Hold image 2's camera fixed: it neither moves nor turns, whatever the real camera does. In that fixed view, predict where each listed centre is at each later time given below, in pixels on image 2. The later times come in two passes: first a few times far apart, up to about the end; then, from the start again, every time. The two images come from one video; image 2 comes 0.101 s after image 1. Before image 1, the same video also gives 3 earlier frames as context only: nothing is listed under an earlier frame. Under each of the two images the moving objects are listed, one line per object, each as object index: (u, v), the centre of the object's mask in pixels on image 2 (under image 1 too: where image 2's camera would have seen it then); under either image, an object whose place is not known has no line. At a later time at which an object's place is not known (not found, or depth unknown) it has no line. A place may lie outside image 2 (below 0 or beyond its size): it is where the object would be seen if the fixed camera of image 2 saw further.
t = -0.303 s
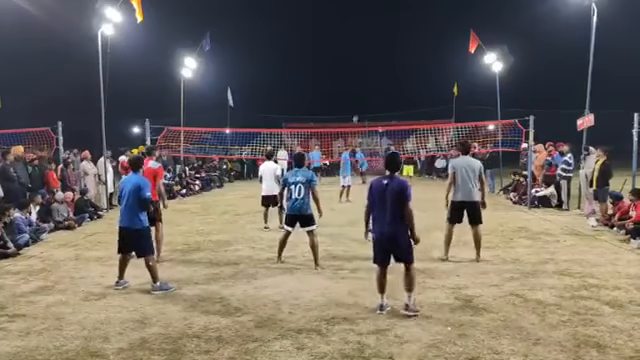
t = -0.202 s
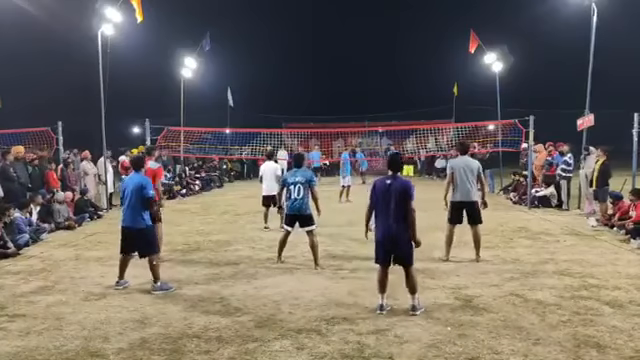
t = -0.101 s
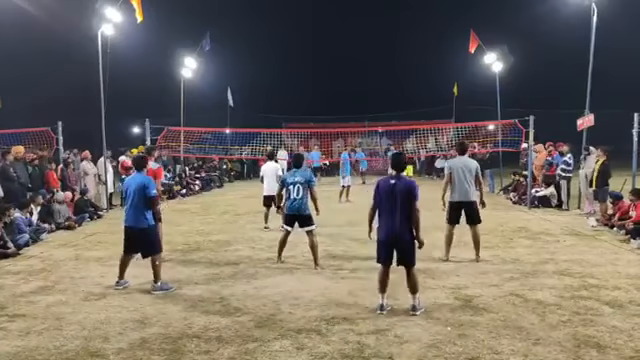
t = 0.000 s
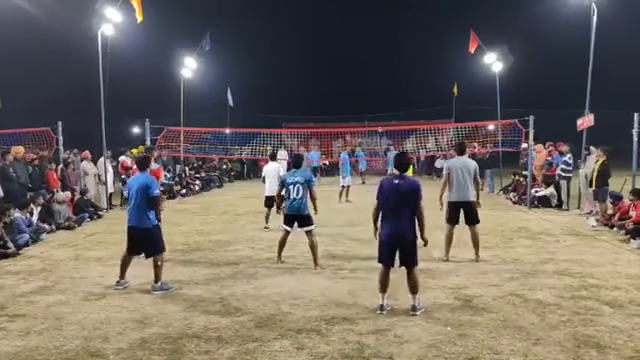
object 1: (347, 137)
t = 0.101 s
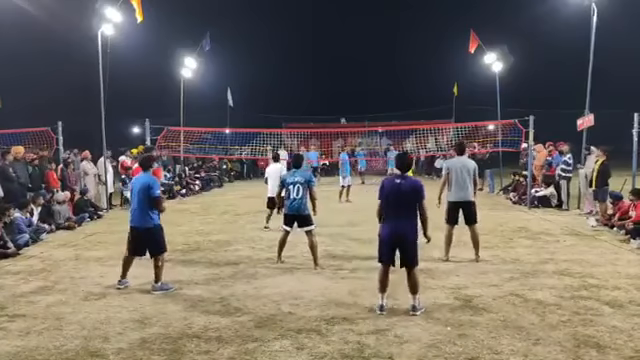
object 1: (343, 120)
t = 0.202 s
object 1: (337, 105)
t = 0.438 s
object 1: (321, 76)
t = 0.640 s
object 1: (304, 61)
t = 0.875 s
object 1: (275, 61)
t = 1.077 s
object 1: (242, 87)
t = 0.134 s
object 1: (341, 115)
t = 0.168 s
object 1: (339, 111)
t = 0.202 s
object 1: (337, 105)
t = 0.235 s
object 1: (335, 100)
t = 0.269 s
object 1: (333, 96)
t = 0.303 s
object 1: (331, 91)
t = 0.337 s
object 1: (329, 87)
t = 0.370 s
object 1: (326, 83)
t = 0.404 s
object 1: (324, 80)
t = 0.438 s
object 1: (321, 76)
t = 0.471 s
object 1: (319, 73)
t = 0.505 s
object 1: (316, 69)
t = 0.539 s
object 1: (313, 66)
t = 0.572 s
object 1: (310, 65)
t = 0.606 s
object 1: (307, 62)
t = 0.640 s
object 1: (304, 61)
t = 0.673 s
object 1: (300, 59)
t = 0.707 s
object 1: (297, 58)
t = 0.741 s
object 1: (293, 58)
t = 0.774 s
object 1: (289, 58)
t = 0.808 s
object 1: (285, 58)
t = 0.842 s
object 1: (280, 59)
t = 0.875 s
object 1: (275, 61)
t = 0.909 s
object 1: (271, 63)
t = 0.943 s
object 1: (265, 66)
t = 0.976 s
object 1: (260, 70)
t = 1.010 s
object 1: (254, 75)
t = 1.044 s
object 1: (248, 81)
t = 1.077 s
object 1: (242, 87)
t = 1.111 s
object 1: (236, 95)
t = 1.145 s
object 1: (226, 106)
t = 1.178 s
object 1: (220, 115)
